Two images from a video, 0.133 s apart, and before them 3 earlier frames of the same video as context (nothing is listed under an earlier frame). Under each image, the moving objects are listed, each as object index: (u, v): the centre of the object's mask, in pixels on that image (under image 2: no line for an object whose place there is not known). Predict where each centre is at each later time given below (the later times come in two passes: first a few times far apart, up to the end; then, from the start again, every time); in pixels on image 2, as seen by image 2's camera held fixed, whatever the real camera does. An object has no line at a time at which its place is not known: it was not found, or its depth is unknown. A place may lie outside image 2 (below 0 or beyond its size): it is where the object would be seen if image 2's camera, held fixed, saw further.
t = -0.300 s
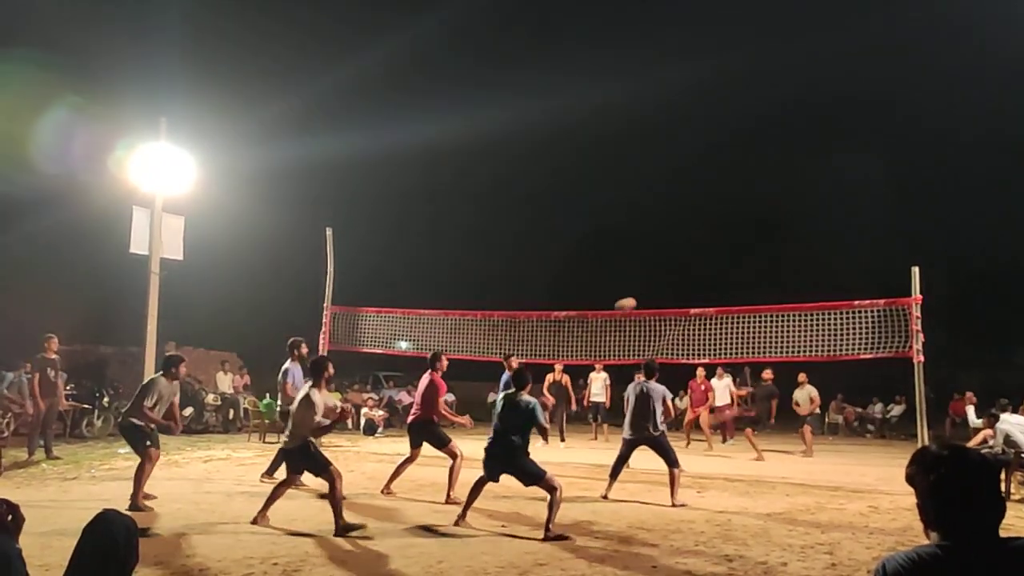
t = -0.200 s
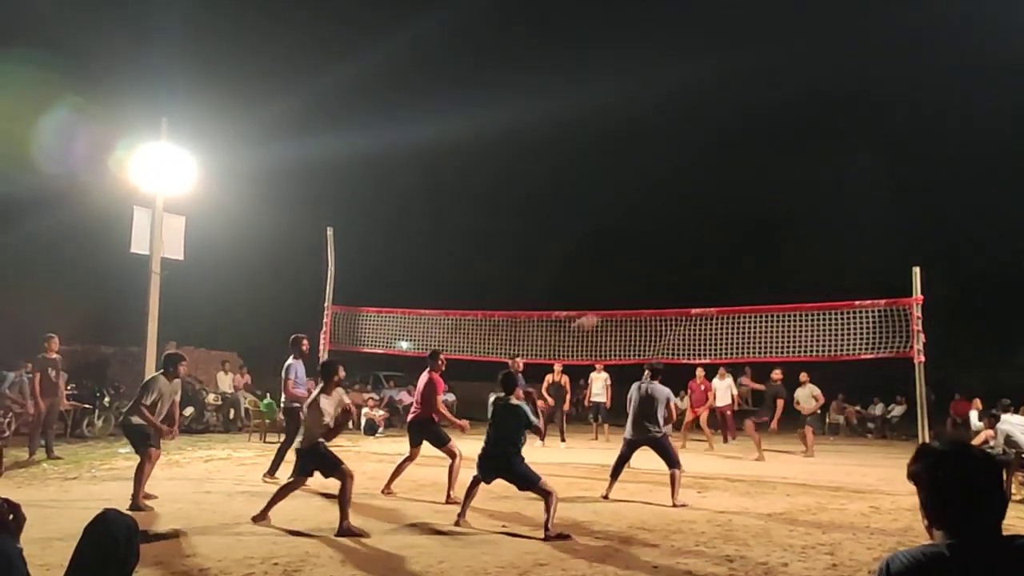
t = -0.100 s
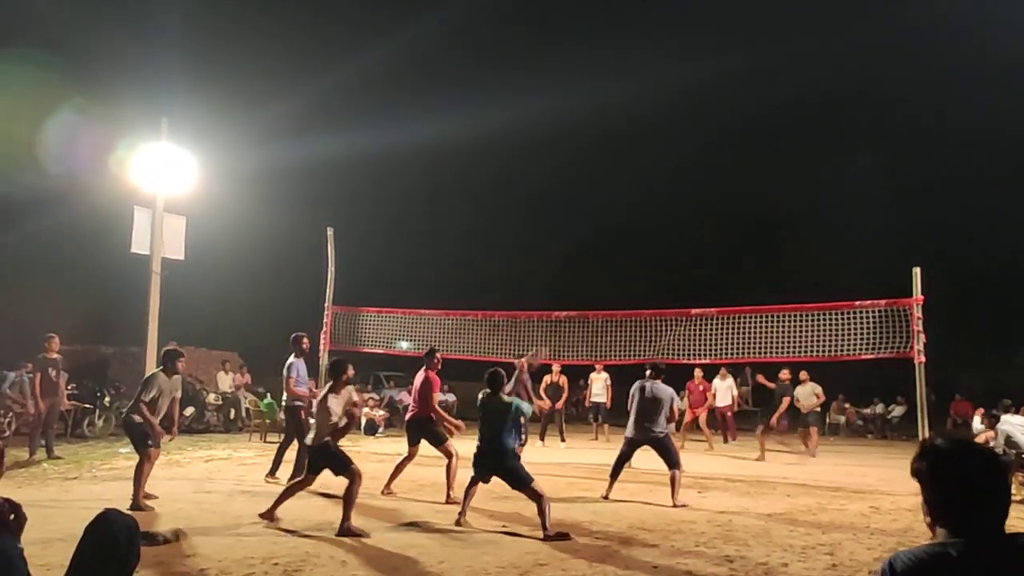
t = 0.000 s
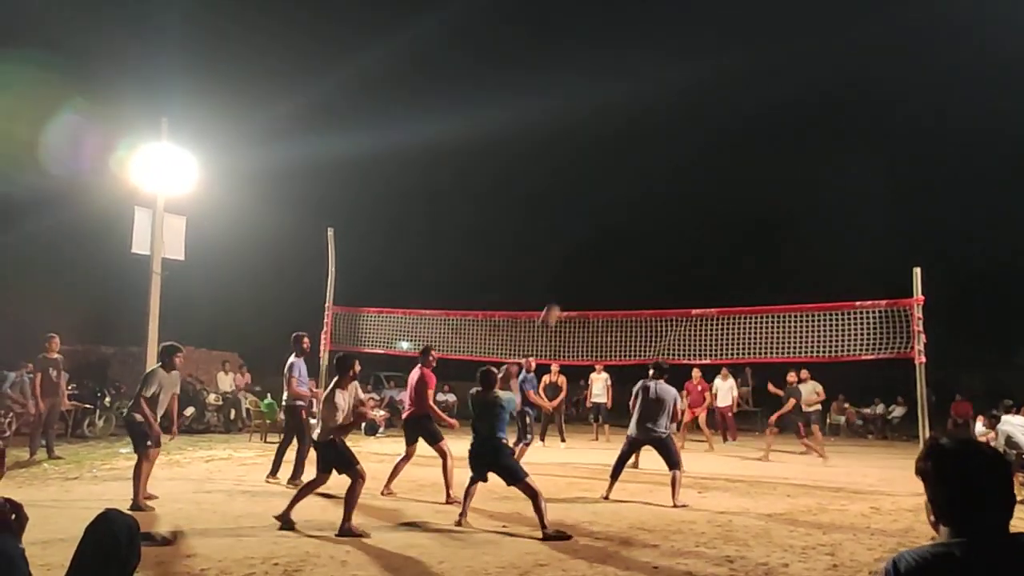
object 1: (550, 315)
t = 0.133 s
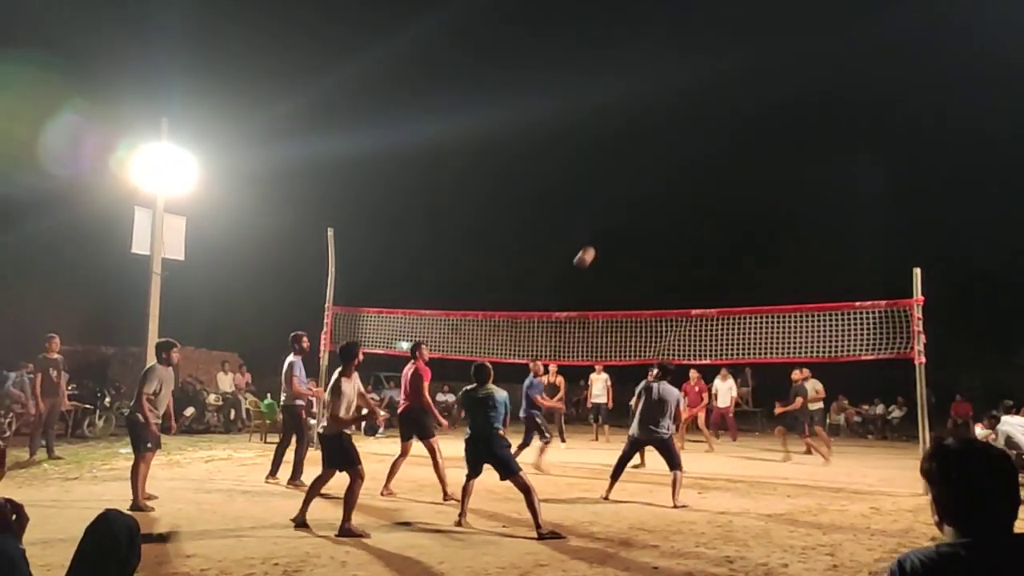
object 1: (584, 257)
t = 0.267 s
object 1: (614, 221)
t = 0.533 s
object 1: (661, 196)
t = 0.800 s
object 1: (697, 218)
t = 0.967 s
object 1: (717, 249)
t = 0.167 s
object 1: (592, 246)
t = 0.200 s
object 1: (599, 237)
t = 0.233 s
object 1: (607, 228)
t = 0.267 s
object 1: (614, 221)
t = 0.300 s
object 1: (621, 214)
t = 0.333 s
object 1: (627, 209)
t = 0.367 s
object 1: (633, 205)
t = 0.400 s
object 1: (639, 201)
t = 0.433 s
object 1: (645, 199)
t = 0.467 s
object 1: (651, 197)
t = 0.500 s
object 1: (656, 196)
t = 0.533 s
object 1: (661, 196)
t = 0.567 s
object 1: (666, 197)
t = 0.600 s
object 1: (671, 198)
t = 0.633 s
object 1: (676, 200)
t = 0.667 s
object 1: (680, 202)
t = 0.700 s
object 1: (684, 205)
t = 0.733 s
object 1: (689, 209)
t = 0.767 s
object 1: (693, 213)
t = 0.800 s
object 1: (697, 218)
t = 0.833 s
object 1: (701, 223)
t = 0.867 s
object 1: (705, 229)
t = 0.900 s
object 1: (709, 235)
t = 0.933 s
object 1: (713, 241)
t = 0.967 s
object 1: (717, 249)
